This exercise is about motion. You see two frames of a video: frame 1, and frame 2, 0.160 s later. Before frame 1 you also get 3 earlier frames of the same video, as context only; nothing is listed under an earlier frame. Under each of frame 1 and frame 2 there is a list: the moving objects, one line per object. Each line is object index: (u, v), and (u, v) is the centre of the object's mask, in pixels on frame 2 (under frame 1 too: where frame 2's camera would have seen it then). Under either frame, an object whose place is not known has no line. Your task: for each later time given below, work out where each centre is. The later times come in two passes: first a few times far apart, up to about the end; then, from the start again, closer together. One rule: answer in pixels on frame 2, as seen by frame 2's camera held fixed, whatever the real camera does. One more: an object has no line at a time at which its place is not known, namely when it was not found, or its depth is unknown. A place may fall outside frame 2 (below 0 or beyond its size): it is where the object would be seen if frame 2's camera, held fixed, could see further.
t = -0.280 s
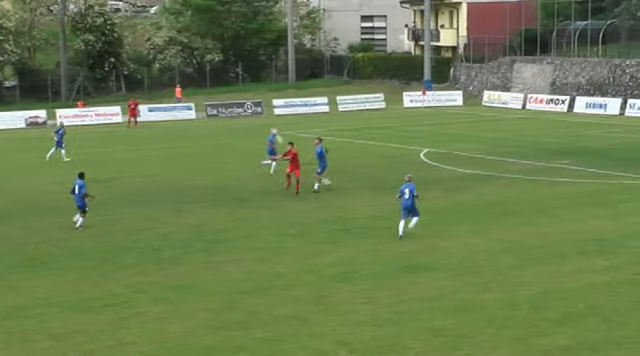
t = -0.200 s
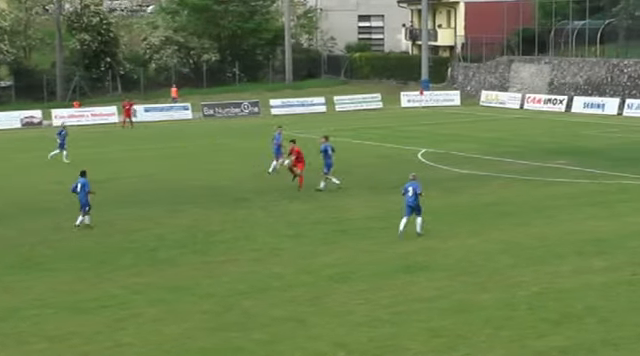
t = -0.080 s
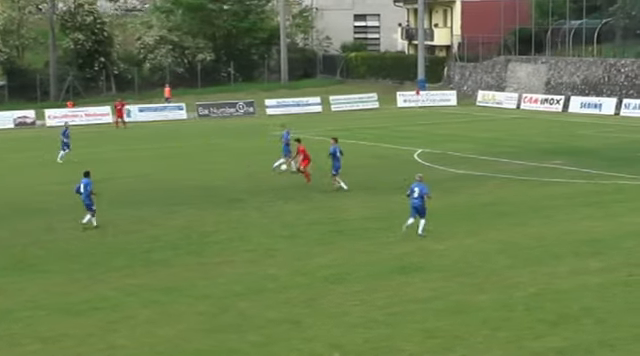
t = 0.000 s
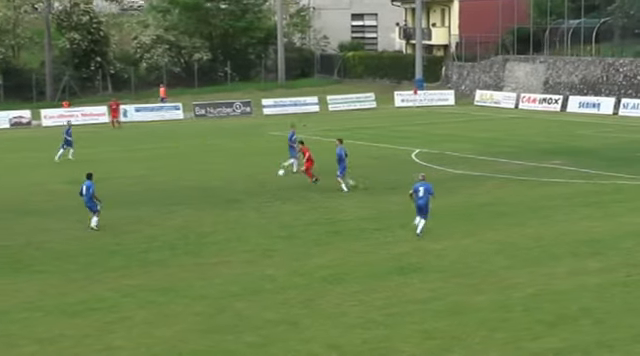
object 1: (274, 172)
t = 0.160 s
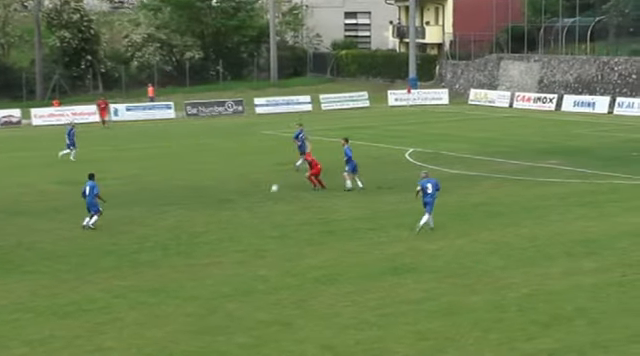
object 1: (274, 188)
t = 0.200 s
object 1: (274, 193)
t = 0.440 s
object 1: (266, 186)
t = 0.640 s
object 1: (258, 189)
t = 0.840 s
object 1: (251, 204)
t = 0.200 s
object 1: (274, 193)
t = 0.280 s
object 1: (272, 194)
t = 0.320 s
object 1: (270, 190)
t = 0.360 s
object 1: (269, 189)
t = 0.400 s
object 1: (267, 187)
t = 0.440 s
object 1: (266, 186)
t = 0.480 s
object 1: (264, 185)
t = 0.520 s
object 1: (263, 186)
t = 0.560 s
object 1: (261, 186)
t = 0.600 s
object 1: (260, 187)
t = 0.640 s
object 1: (258, 189)
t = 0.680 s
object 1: (257, 191)
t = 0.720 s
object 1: (255, 193)
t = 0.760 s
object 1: (254, 196)
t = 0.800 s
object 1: (253, 200)
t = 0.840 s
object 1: (251, 204)
